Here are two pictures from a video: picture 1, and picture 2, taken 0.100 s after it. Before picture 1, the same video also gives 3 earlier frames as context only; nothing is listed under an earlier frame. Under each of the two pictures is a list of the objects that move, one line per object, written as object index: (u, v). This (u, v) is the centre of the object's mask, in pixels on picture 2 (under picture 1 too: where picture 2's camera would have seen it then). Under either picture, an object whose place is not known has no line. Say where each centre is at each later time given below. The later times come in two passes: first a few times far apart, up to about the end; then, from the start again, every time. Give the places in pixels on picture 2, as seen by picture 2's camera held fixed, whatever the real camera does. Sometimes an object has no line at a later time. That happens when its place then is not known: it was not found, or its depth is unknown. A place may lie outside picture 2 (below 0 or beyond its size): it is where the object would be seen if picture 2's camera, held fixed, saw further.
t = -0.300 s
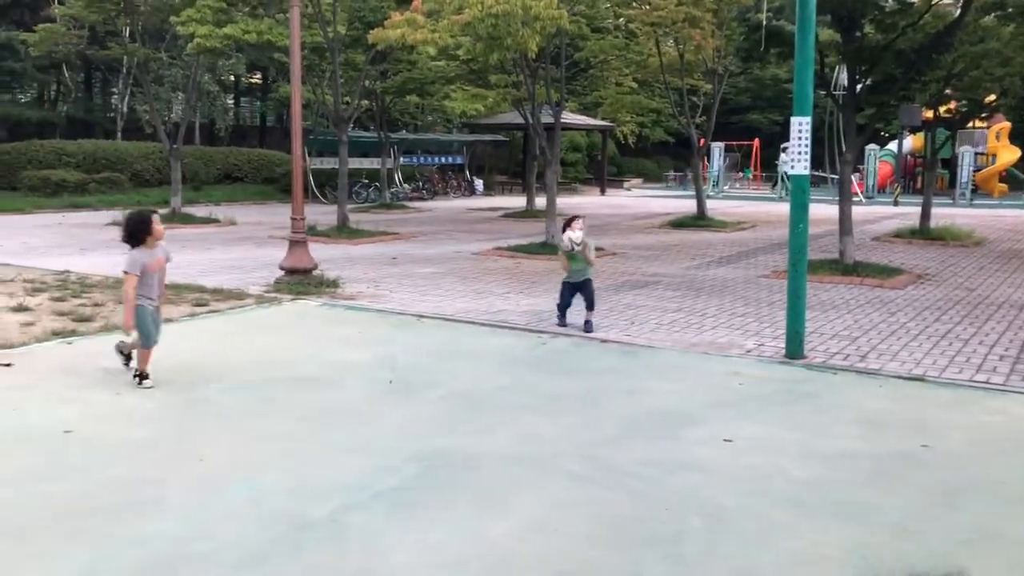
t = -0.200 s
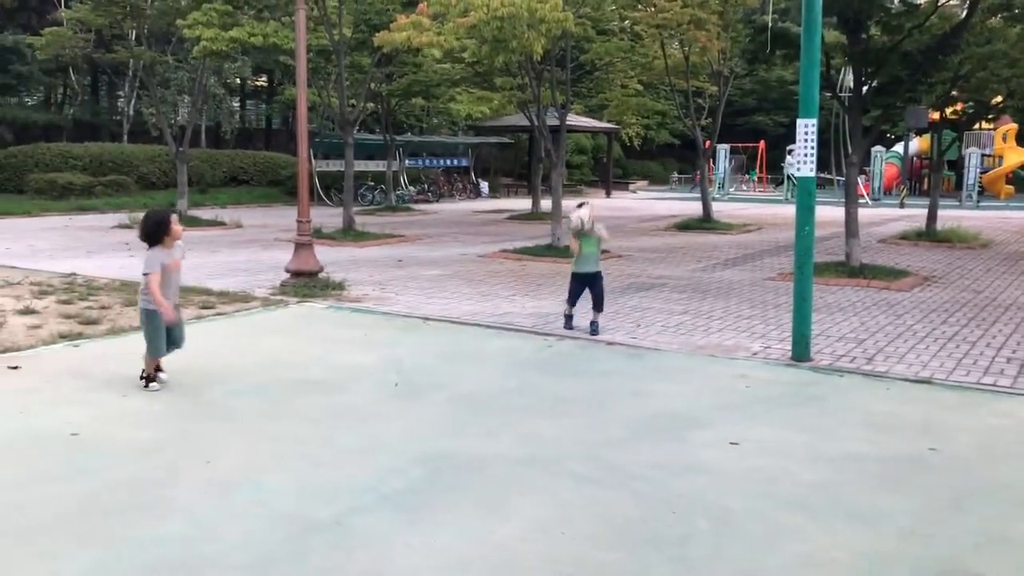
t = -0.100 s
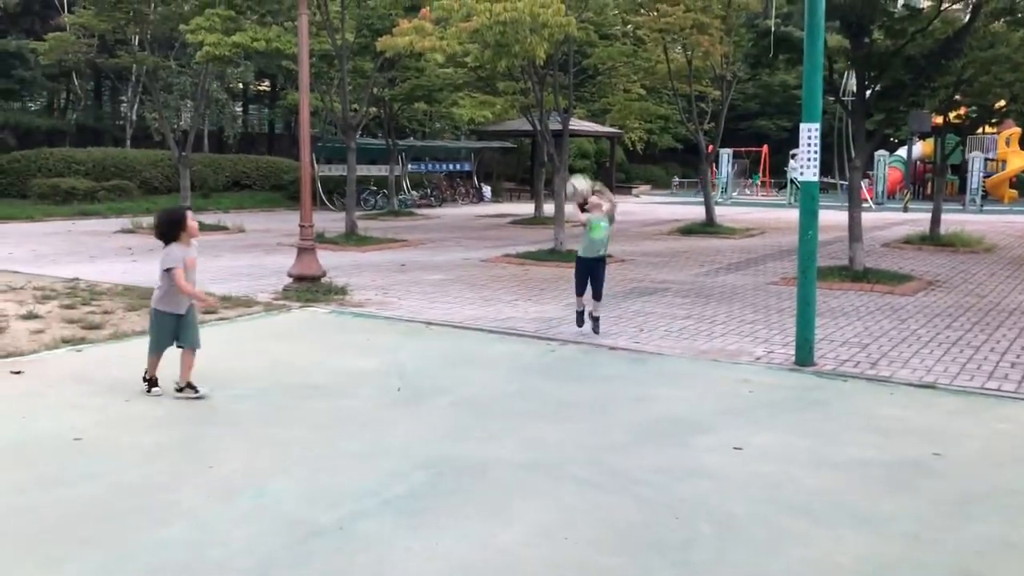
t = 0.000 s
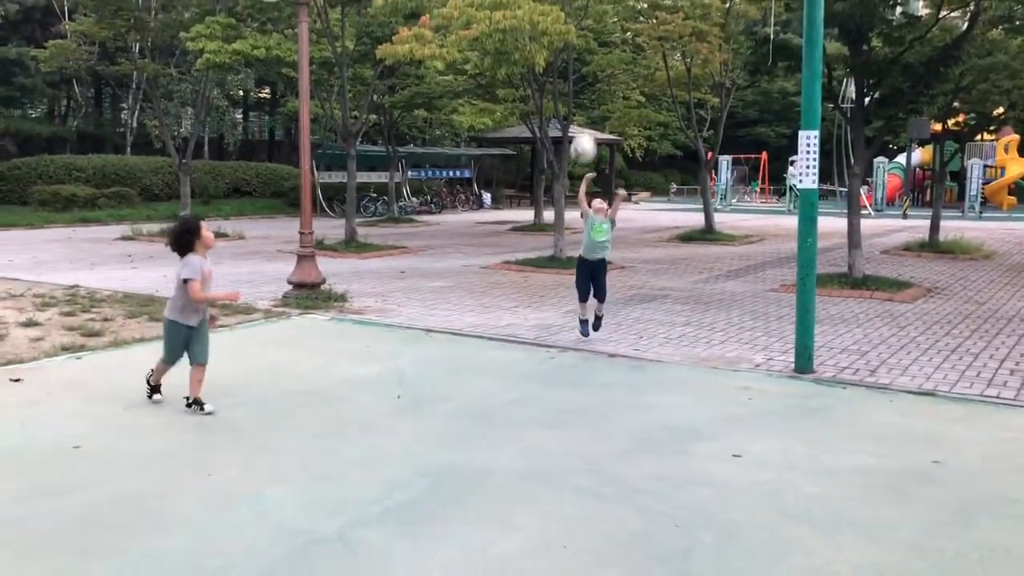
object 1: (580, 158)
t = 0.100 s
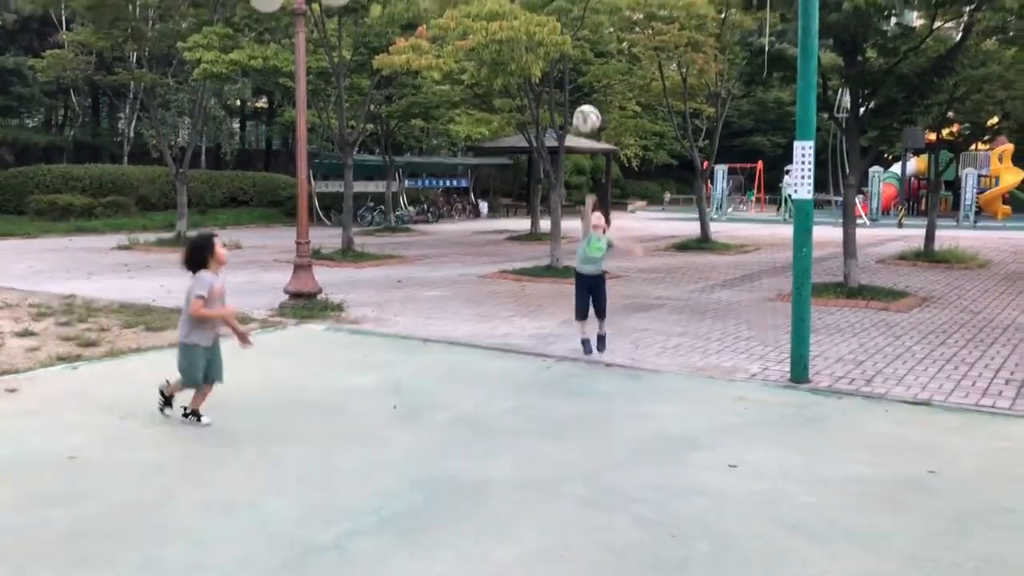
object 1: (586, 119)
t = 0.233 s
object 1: (597, 84)
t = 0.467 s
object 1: (613, 75)
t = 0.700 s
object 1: (631, 145)
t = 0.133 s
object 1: (589, 109)
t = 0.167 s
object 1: (592, 99)
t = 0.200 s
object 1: (594, 91)
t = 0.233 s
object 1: (597, 84)
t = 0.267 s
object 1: (600, 79)
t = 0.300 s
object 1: (602, 74)
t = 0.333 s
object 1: (604, 71)
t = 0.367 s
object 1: (607, 70)
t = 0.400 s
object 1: (609, 69)
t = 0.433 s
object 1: (611, 71)
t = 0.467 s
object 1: (613, 75)
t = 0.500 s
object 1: (616, 80)
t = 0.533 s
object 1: (619, 86)
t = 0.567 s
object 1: (621, 94)
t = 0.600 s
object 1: (624, 104)
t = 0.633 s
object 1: (627, 116)
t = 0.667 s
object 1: (628, 130)
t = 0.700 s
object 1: (631, 145)
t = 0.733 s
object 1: (632, 163)
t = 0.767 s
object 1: (635, 181)
